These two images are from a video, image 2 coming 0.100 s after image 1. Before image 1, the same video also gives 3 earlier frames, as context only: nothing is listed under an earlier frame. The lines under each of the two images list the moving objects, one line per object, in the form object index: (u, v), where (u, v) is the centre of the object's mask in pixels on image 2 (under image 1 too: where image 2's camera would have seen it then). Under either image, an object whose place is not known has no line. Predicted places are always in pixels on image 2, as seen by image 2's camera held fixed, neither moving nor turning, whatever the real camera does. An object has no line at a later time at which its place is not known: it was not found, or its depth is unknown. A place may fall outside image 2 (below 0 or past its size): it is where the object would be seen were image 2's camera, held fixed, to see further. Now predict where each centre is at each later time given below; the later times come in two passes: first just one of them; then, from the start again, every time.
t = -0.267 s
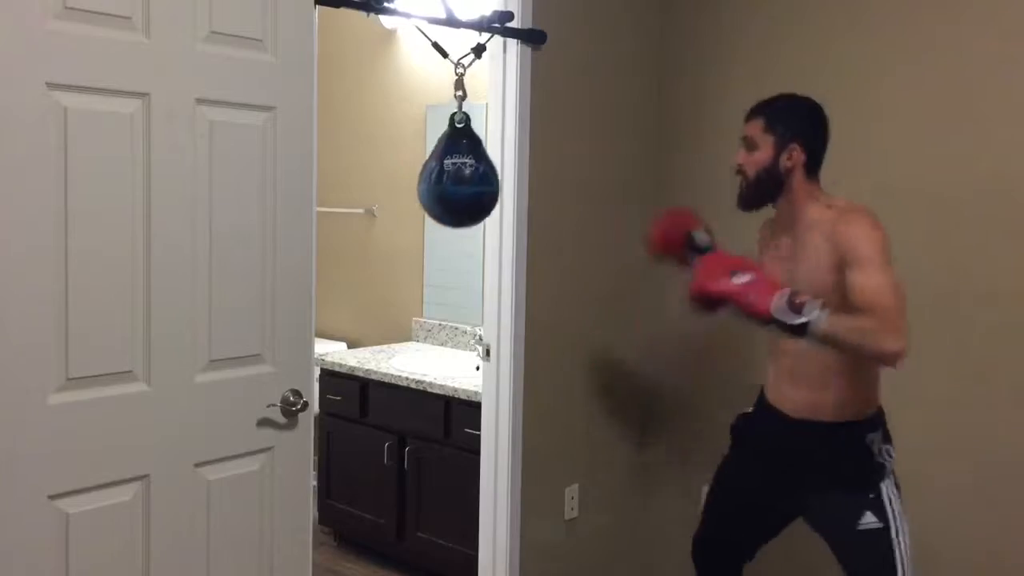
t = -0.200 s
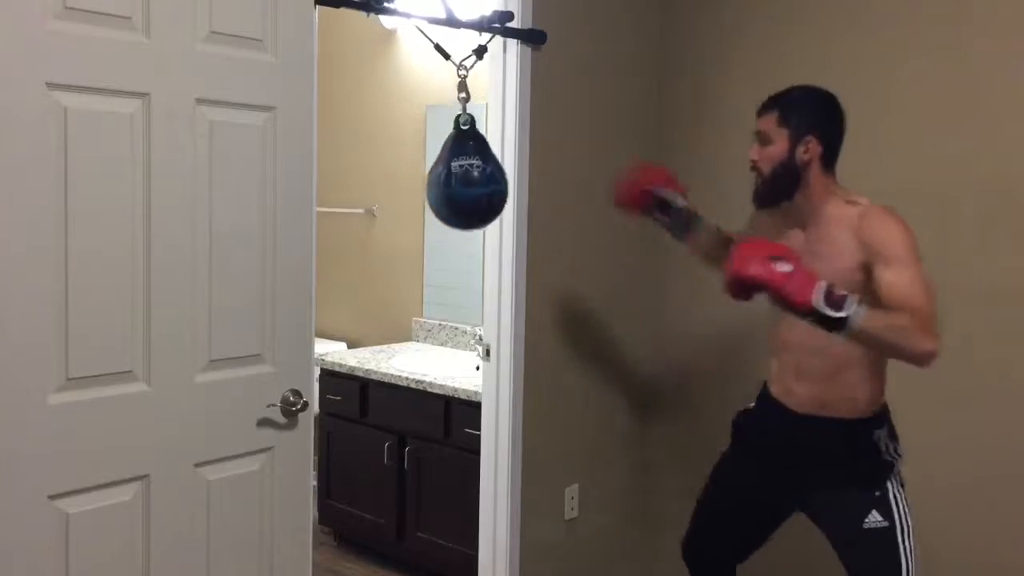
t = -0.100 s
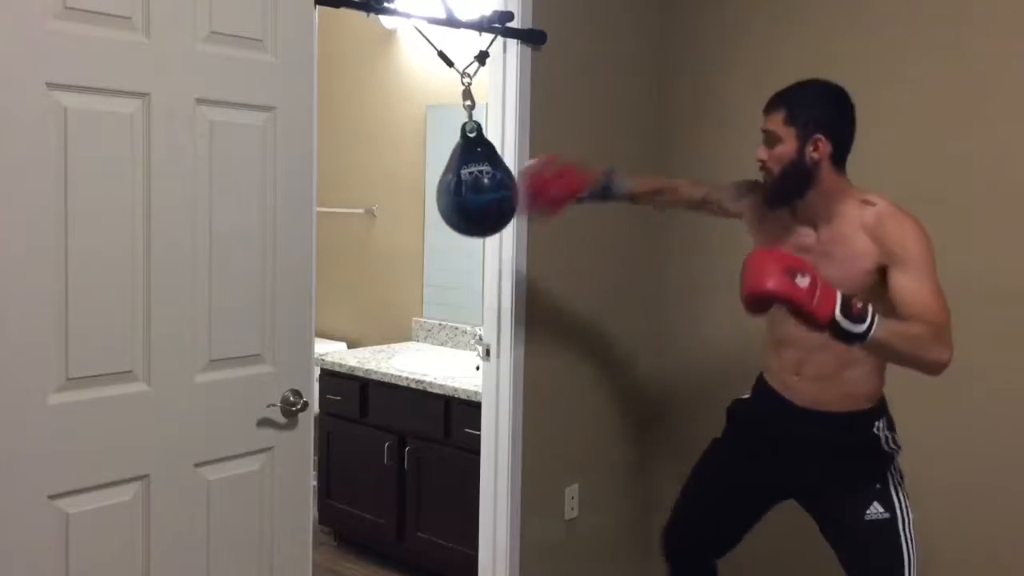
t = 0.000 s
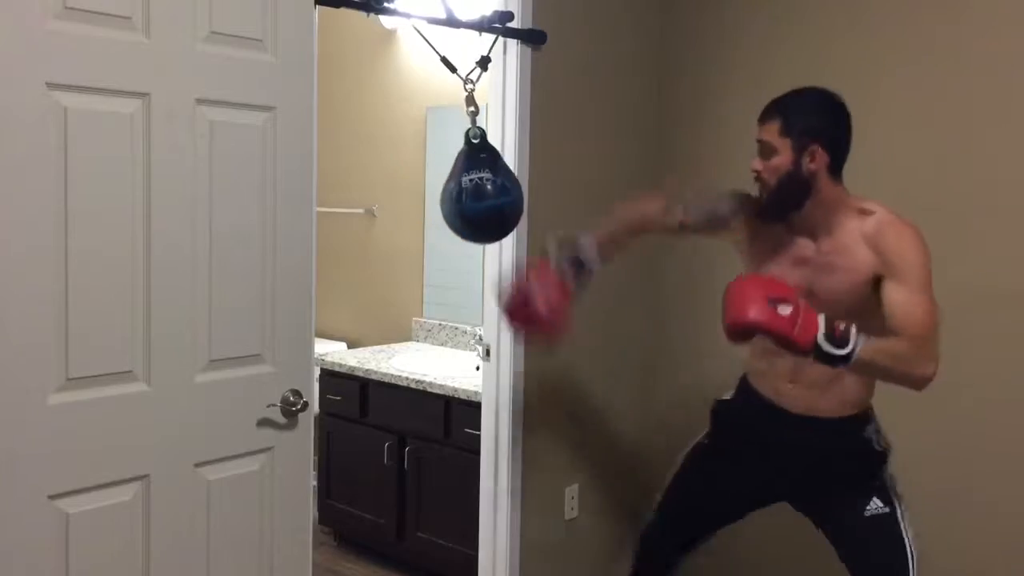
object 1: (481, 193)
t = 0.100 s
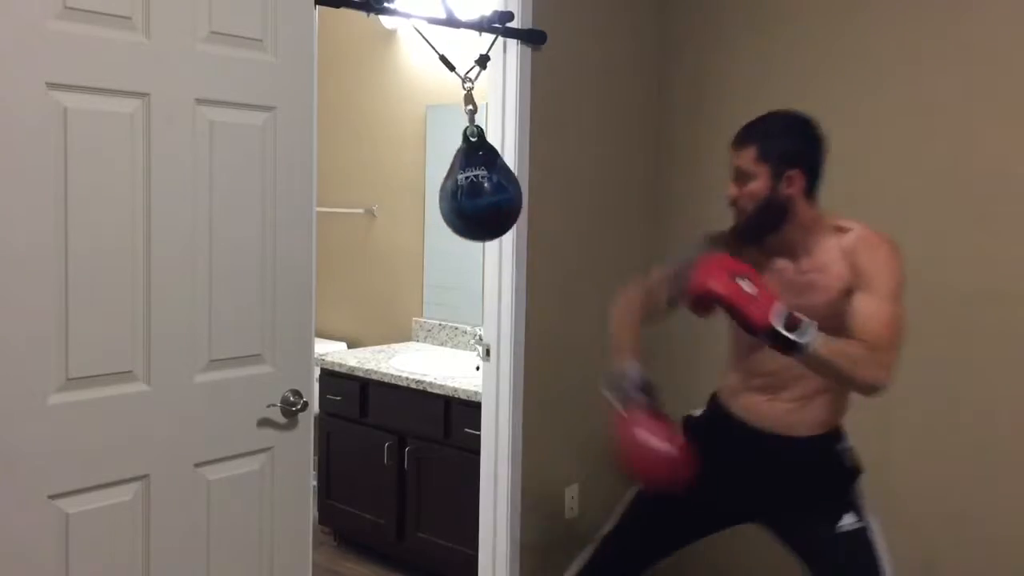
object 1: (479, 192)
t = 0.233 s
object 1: (469, 182)
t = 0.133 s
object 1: (478, 189)
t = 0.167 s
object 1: (475, 186)
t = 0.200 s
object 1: (472, 184)
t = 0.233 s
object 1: (469, 182)
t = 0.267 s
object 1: (466, 180)
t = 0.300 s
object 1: (462, 179)
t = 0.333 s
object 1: (458, 179)
